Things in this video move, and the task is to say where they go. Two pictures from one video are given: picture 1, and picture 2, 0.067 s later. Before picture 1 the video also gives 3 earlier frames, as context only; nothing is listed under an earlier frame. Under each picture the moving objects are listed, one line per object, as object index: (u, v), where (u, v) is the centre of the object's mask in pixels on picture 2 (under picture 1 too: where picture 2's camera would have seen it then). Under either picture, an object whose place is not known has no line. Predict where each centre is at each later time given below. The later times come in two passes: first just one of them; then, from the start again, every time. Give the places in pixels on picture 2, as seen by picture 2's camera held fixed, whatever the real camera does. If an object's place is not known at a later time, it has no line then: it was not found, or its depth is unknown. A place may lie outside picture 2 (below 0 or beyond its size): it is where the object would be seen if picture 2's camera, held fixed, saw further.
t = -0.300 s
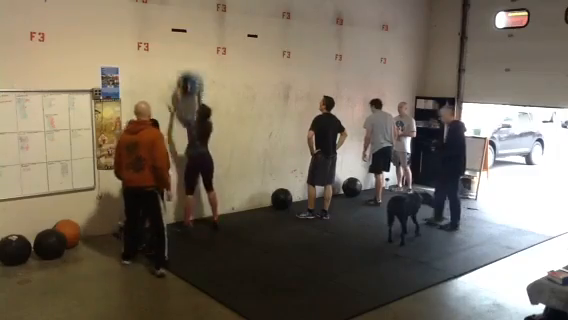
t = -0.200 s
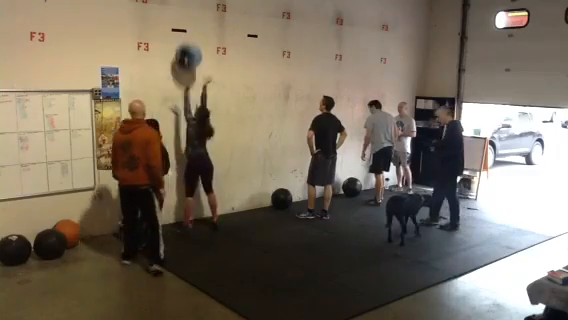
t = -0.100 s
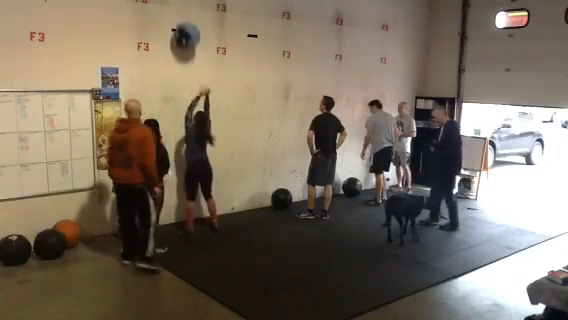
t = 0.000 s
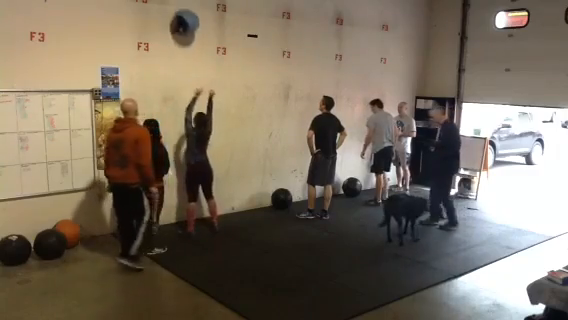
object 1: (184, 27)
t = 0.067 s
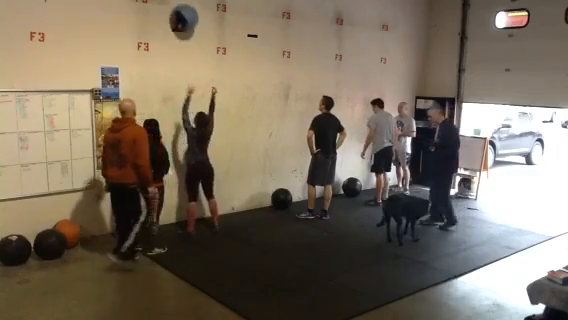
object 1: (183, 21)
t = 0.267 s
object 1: (186, 28)
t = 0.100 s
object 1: (183, 20)
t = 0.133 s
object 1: (184, 20)
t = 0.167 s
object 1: (184, 21)
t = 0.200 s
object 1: (185, 22)
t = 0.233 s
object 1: (185, 24)
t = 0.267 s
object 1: (186, 28)
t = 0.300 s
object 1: (186, 32)
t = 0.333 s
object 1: (187, 37)
